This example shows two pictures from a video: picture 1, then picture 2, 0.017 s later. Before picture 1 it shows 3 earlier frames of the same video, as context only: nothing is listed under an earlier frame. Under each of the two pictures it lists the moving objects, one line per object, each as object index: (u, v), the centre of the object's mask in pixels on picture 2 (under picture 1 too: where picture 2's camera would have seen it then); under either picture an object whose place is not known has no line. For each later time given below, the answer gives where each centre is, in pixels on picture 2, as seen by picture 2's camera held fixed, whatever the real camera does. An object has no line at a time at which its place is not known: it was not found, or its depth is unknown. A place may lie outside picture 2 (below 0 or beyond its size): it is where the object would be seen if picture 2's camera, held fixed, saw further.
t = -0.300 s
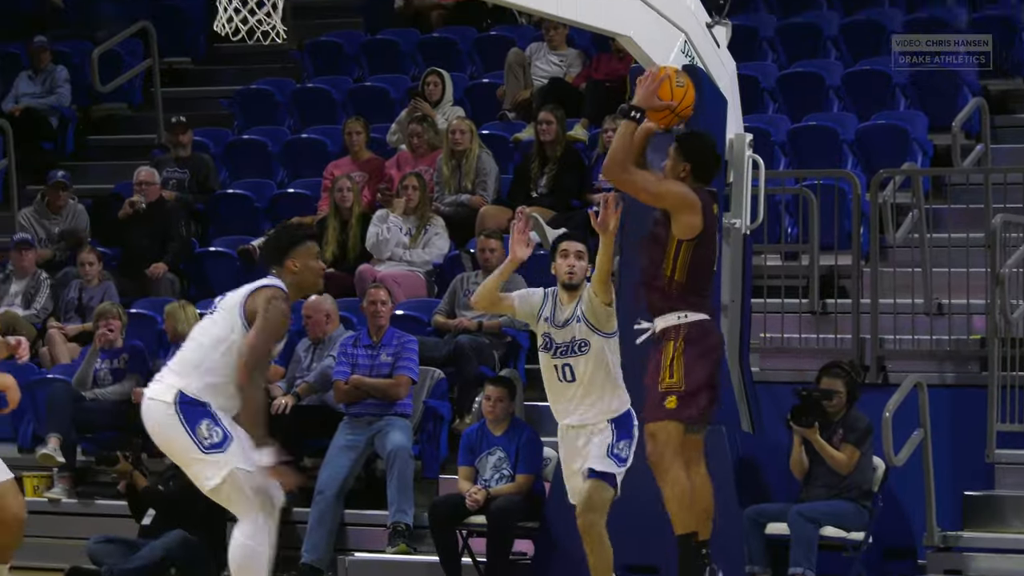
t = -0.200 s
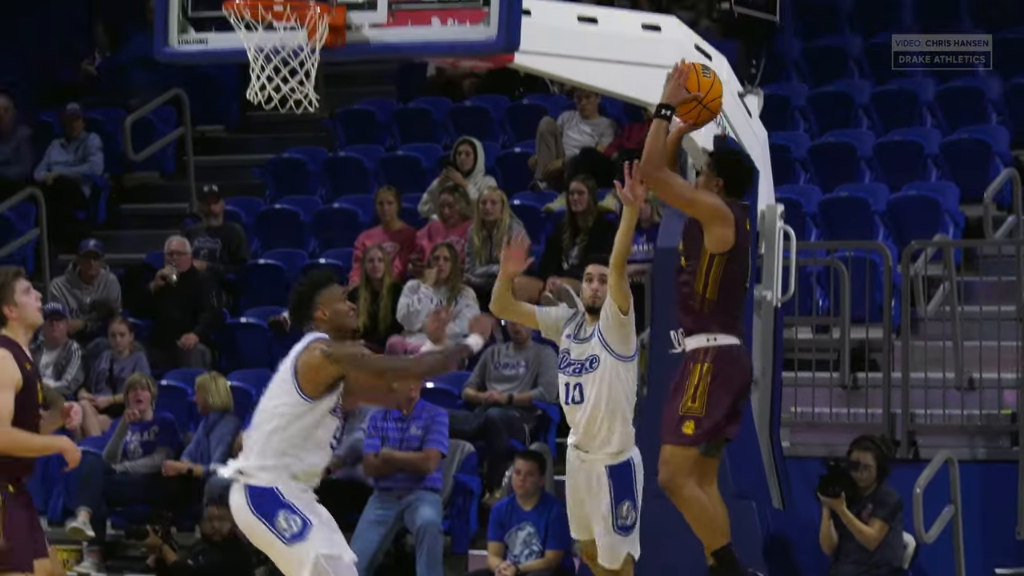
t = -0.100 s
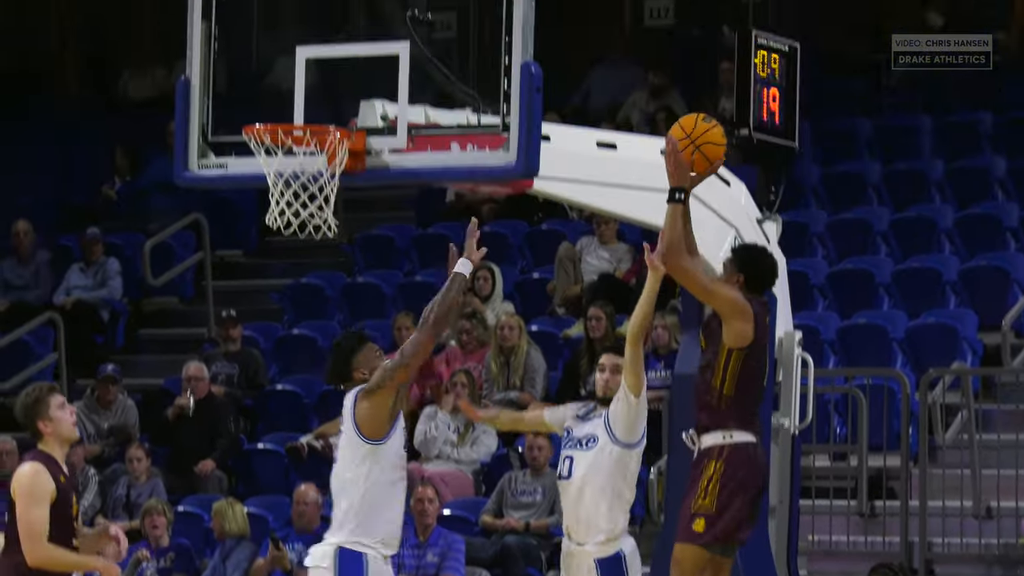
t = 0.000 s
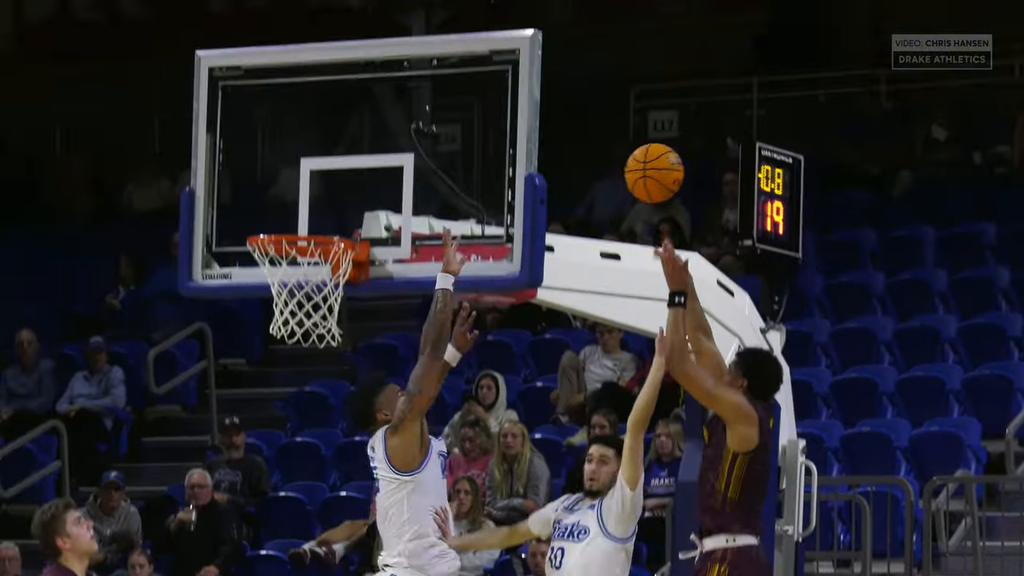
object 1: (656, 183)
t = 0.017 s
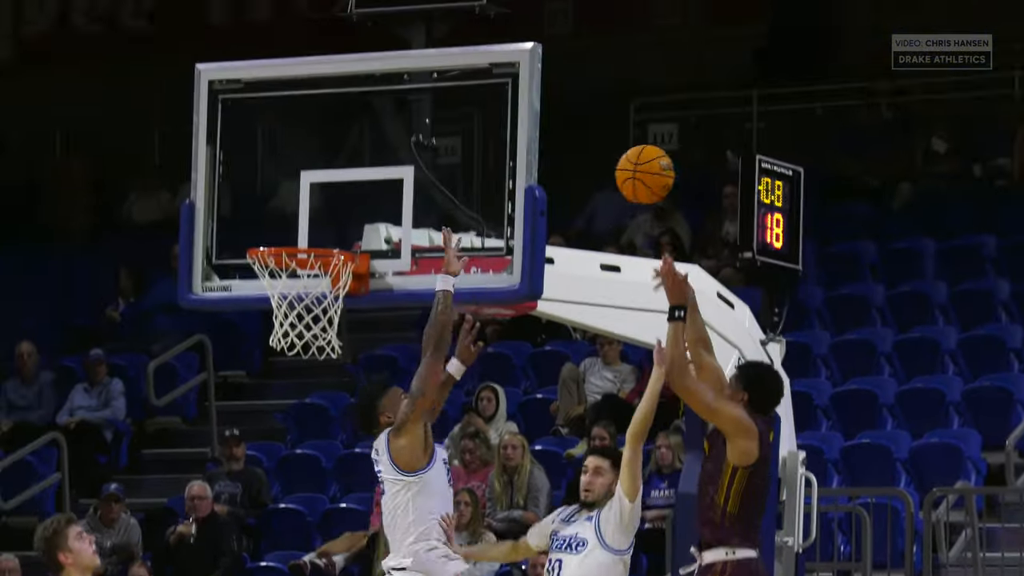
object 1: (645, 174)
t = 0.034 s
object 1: (635, 167)
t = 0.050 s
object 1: (626, 158)
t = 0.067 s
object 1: (617, 149)
